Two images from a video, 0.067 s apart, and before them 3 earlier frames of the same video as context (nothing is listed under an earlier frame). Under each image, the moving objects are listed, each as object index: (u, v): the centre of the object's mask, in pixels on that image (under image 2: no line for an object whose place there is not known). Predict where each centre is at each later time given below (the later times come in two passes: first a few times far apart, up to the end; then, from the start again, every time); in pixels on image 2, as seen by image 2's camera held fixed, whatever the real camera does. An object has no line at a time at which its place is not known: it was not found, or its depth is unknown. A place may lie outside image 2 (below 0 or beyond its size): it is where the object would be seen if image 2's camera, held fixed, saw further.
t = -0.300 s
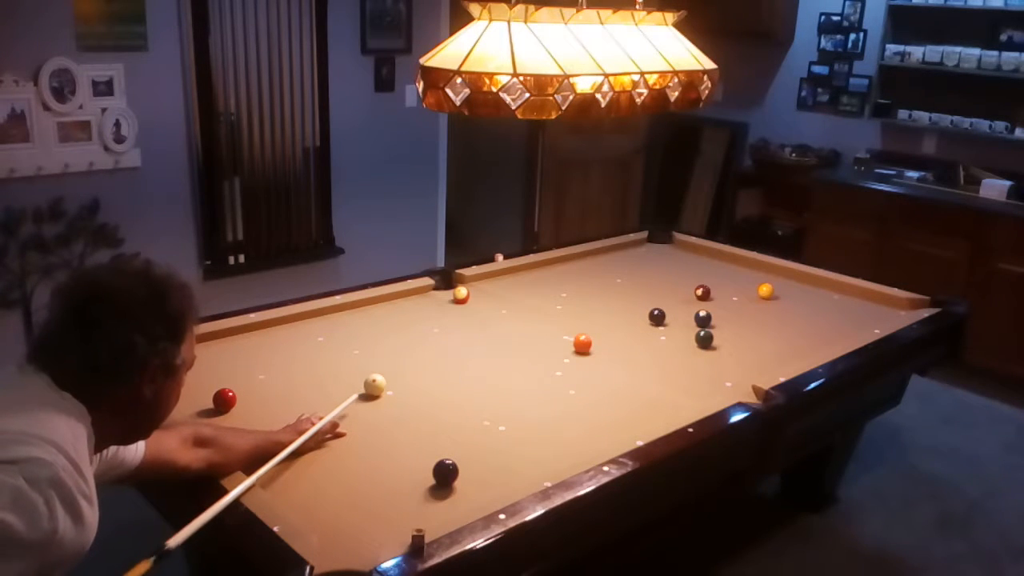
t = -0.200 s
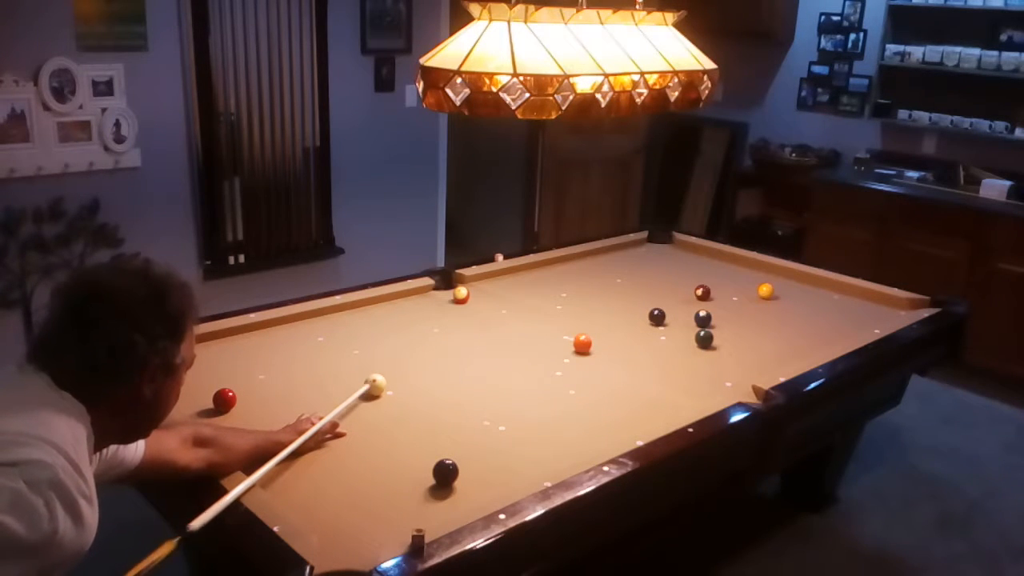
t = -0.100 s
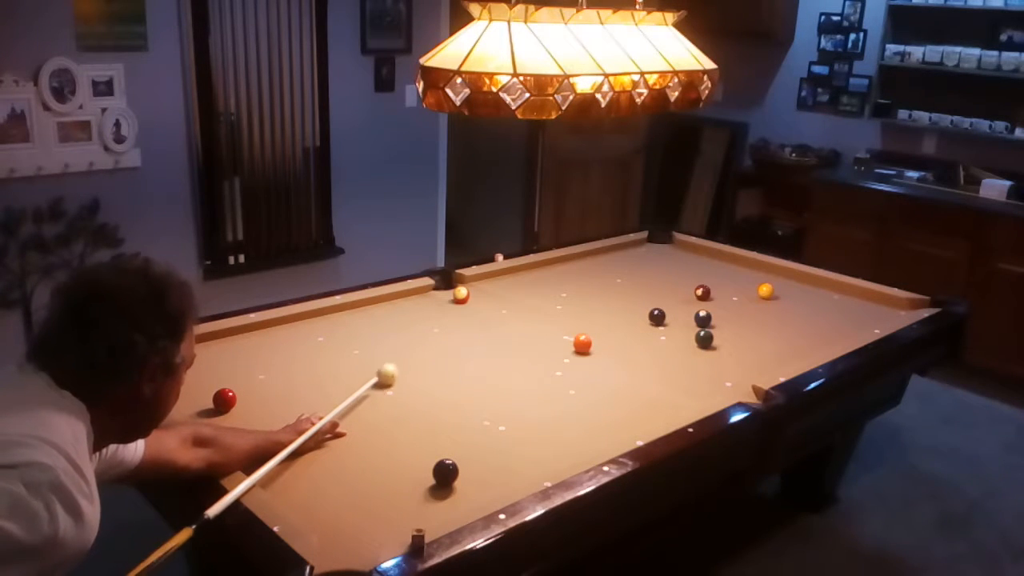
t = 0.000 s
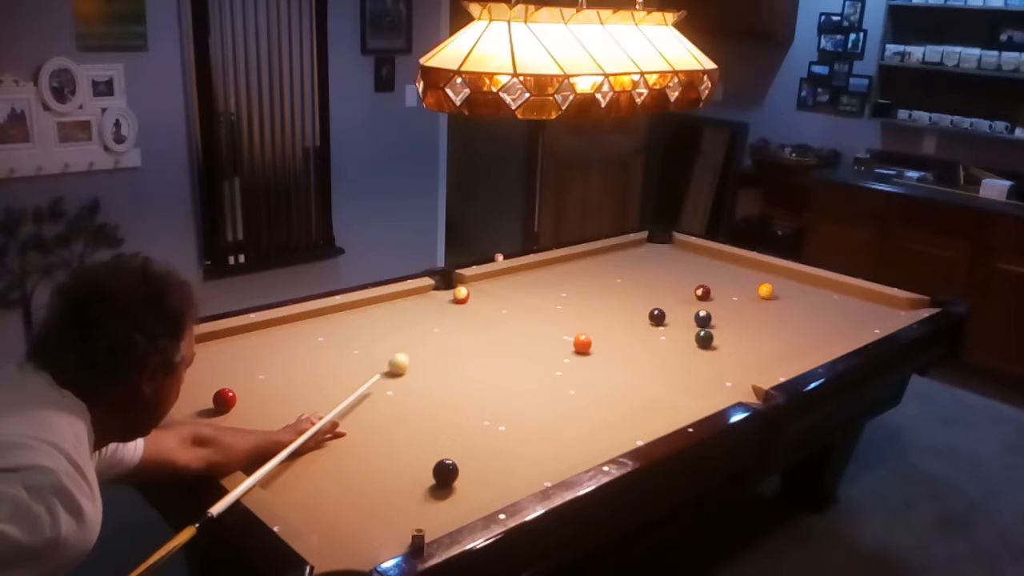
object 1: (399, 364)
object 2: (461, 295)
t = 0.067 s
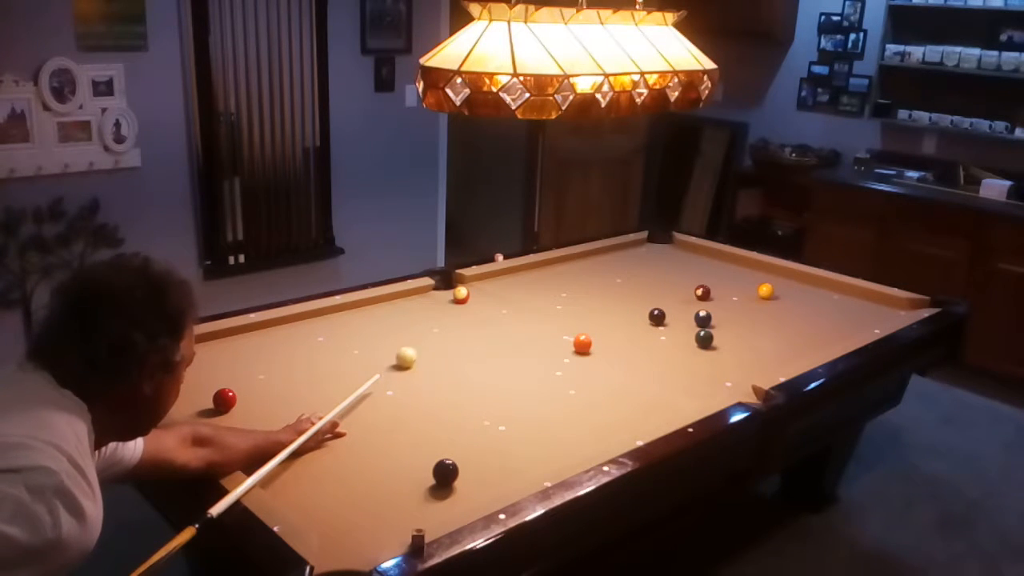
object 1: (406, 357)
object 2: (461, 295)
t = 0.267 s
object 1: (426, 339)
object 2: (461, 295)
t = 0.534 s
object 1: (448, 319)
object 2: (461, 295)
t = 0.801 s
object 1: (468, 302)
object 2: (459, 293)
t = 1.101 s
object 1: (497, 293)
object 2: (451, 287)
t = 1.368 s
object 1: (521, 286)
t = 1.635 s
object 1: (542, 280)
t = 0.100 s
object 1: (409, 354)
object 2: (461, 295)
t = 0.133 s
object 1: (412, 351)
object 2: (461, 295)
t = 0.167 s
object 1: (416, 348)
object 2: (461, 295)
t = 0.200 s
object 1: (419, 345)
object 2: (461, 295)
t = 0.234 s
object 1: (422, 342)
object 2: (461, 295)
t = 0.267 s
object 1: (426, 339)
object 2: (461, 295)
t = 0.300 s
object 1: (429, 336)
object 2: (461, 295)
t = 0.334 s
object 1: (432, 334)
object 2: (461, 295)
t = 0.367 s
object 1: (435, 331)
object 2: (461, 295)
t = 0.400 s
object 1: (437, 329)
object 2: (461, 295)
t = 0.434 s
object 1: (440, 326)
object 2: (461, 295)
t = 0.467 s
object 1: (443, 324)
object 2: (461, 295)
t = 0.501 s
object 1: (446, 321)
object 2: (461, 295)
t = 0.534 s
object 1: (448, 319)
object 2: (461, 295)
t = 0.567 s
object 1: (451, 316)
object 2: (461, 295)
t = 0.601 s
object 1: (453, 314)
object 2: (461, 295)
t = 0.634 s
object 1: (456, 312)
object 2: (461, 294)
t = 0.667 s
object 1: (458, 310)
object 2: (461, 293)
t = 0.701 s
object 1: (461, 308)
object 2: (461, 293)
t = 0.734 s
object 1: (463, 306)
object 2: (461, 292)
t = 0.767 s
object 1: (465, 304)
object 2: (460, 292)
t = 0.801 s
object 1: (468, 302)
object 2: (459, 293)
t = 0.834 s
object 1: (470, 300)
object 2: (459, 293)
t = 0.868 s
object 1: (473, 299)
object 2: (458, 293)
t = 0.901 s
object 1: (477, 298)
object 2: (458, 292)
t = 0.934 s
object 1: (481, 297)
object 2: (457, 291)
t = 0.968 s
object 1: (484, 296)
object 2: (455, 291)
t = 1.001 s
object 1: (487, 295)
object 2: (454, 290)
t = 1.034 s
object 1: (491, 294)
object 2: (453, 289)
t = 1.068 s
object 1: (494, 293)
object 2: (452, 288)
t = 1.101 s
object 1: (497, 293)
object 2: (451, 287)
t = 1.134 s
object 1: (500, 292)
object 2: (450, 287)
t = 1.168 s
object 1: (503, 291)
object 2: (449, 286)
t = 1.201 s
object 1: (506, 290)
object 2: (448, 285)
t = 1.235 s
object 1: (509, 289)
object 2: (447, 284)
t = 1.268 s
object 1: (512, 288)
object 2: (447, 284)
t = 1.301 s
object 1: (515, 287)
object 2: (446, 283)
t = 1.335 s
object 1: (518, 287)
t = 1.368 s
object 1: (521, 286)
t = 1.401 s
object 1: (524, 285)
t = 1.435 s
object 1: (527, 284)
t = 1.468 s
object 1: (529, 284)
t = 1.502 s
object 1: (532, 283)
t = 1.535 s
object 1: (534, 282)
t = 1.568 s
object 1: (537, 281)
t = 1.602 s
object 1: (540, 281)
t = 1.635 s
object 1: (542, 280)
